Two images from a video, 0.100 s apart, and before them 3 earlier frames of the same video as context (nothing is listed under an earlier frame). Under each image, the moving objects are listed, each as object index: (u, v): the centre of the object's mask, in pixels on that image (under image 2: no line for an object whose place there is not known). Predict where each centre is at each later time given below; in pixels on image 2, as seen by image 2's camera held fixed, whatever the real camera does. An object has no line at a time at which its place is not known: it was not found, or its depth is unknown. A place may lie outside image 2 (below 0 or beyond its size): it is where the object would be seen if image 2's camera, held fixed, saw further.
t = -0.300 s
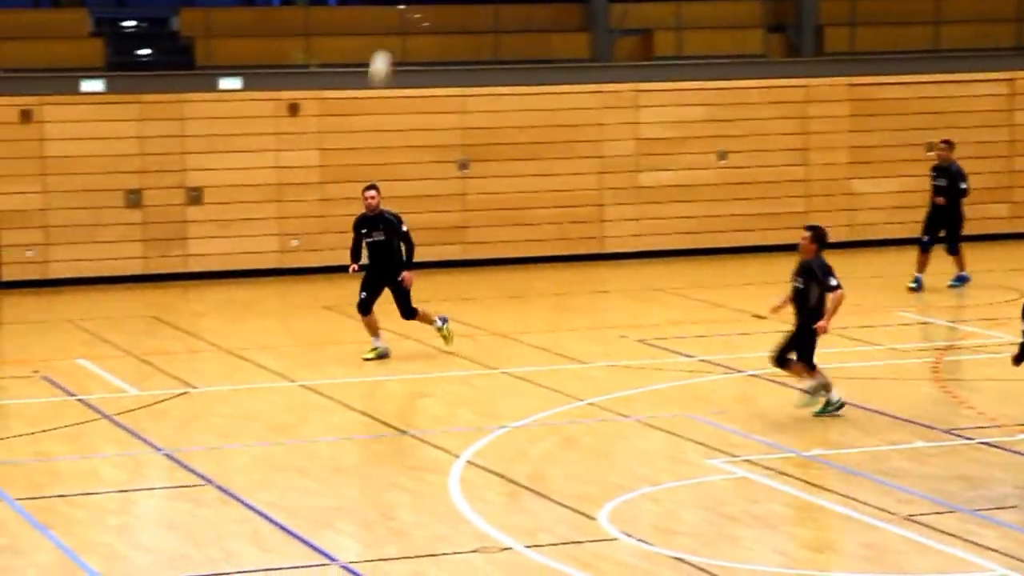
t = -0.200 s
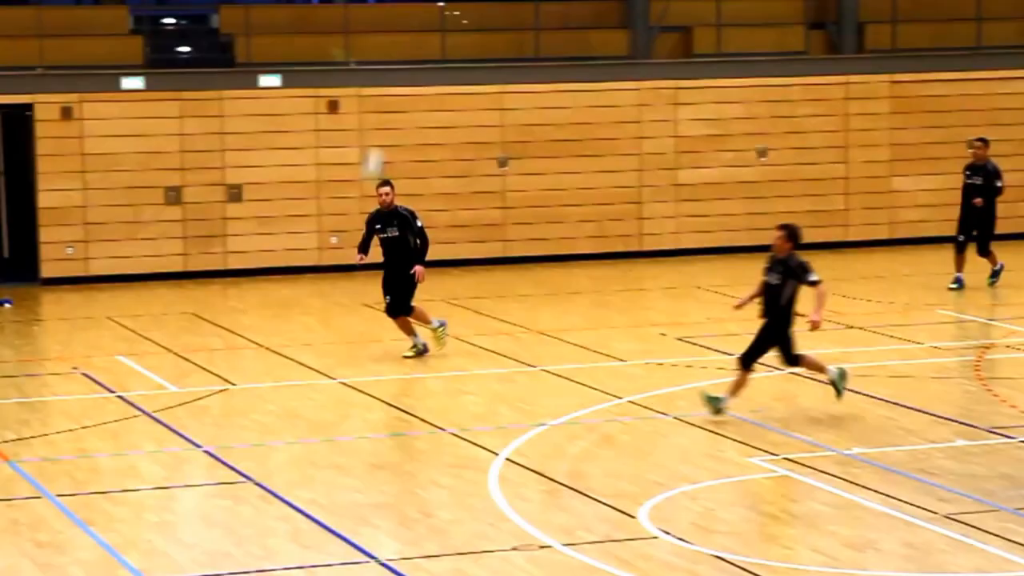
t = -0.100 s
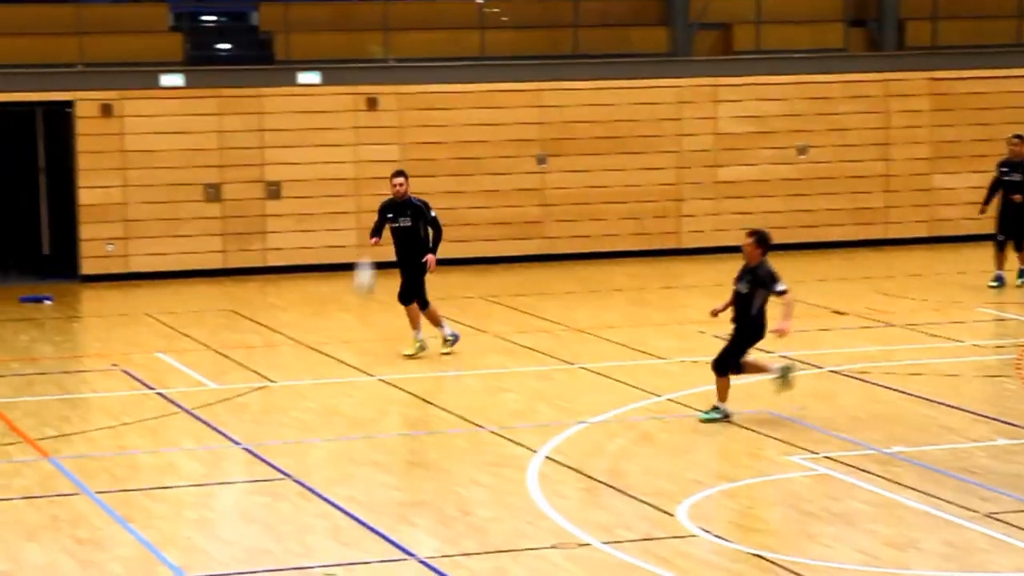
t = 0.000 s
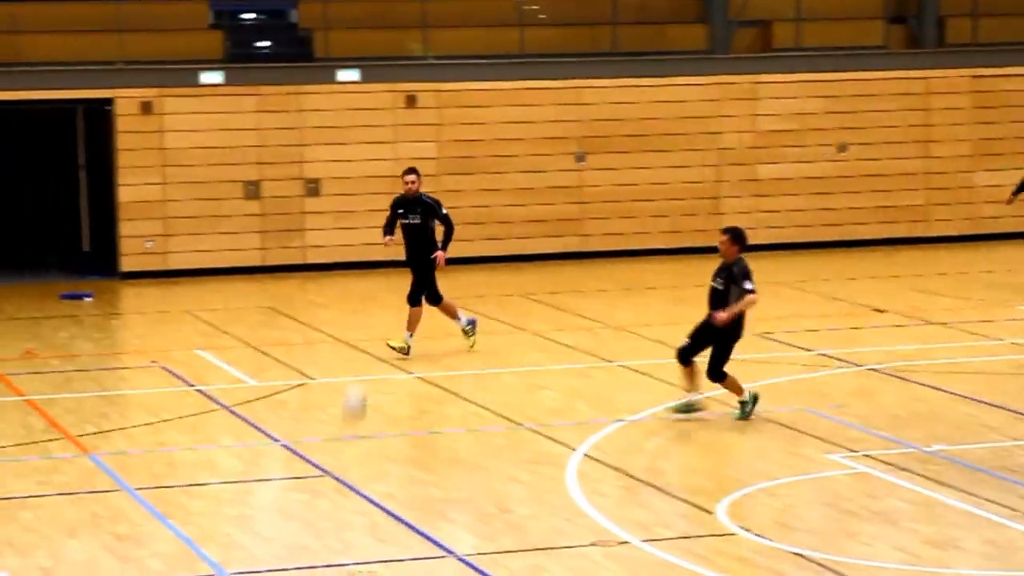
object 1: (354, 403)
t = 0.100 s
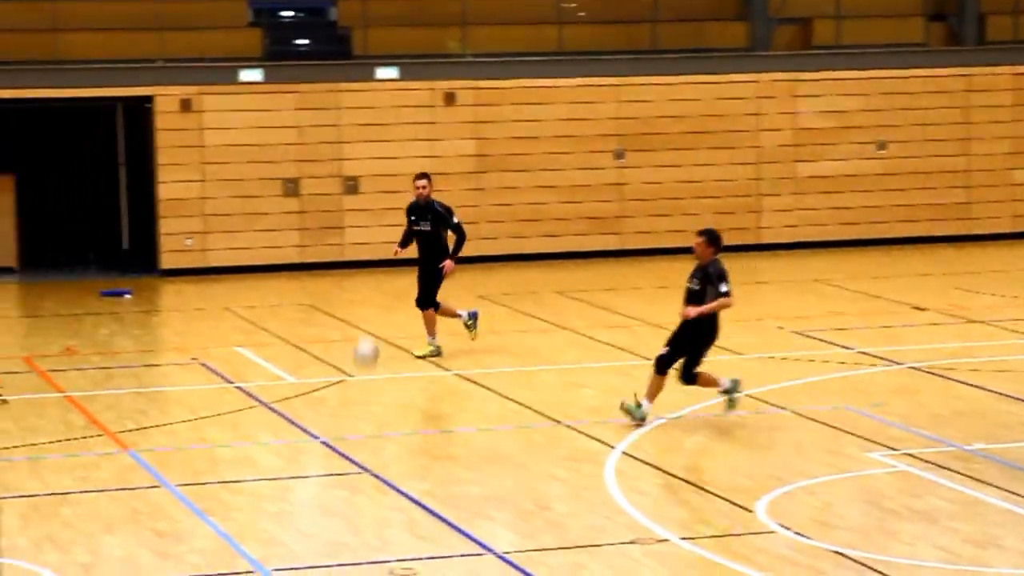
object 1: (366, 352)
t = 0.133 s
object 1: (358, 317)
